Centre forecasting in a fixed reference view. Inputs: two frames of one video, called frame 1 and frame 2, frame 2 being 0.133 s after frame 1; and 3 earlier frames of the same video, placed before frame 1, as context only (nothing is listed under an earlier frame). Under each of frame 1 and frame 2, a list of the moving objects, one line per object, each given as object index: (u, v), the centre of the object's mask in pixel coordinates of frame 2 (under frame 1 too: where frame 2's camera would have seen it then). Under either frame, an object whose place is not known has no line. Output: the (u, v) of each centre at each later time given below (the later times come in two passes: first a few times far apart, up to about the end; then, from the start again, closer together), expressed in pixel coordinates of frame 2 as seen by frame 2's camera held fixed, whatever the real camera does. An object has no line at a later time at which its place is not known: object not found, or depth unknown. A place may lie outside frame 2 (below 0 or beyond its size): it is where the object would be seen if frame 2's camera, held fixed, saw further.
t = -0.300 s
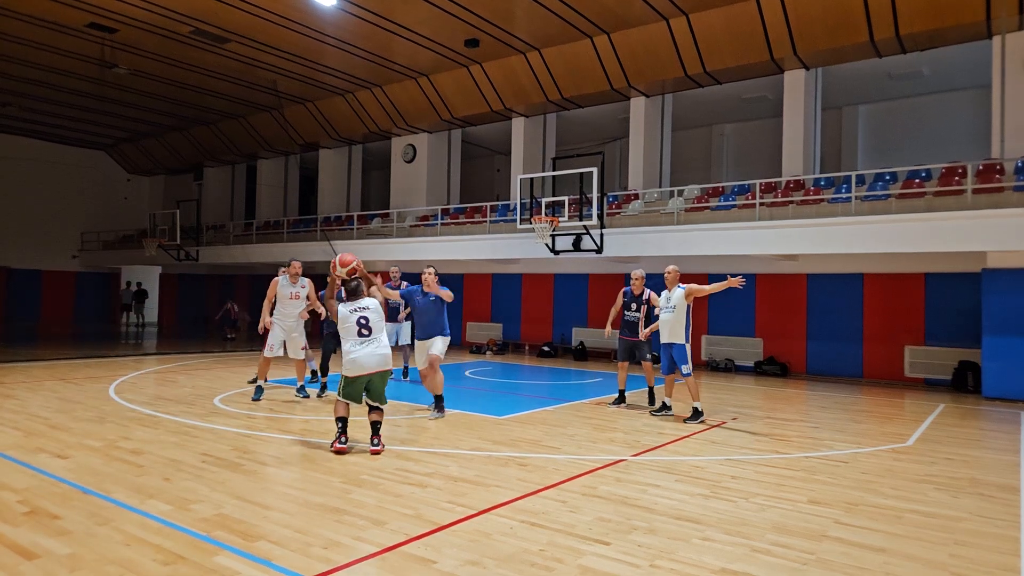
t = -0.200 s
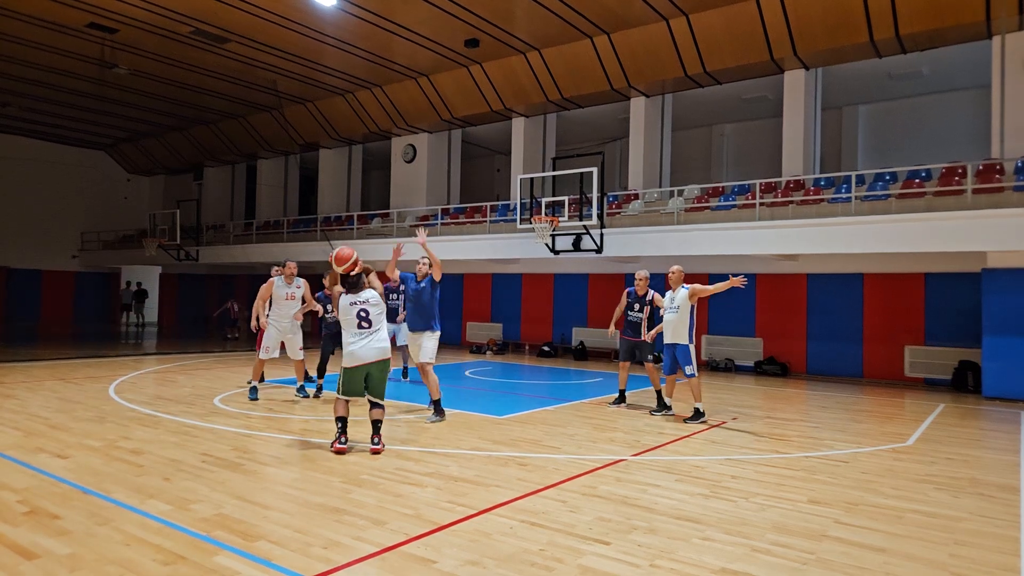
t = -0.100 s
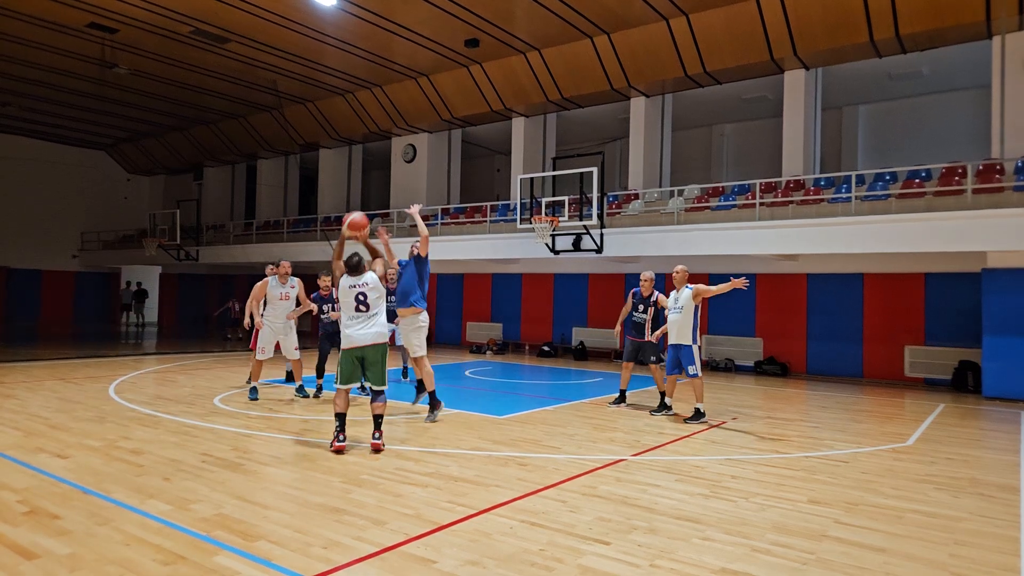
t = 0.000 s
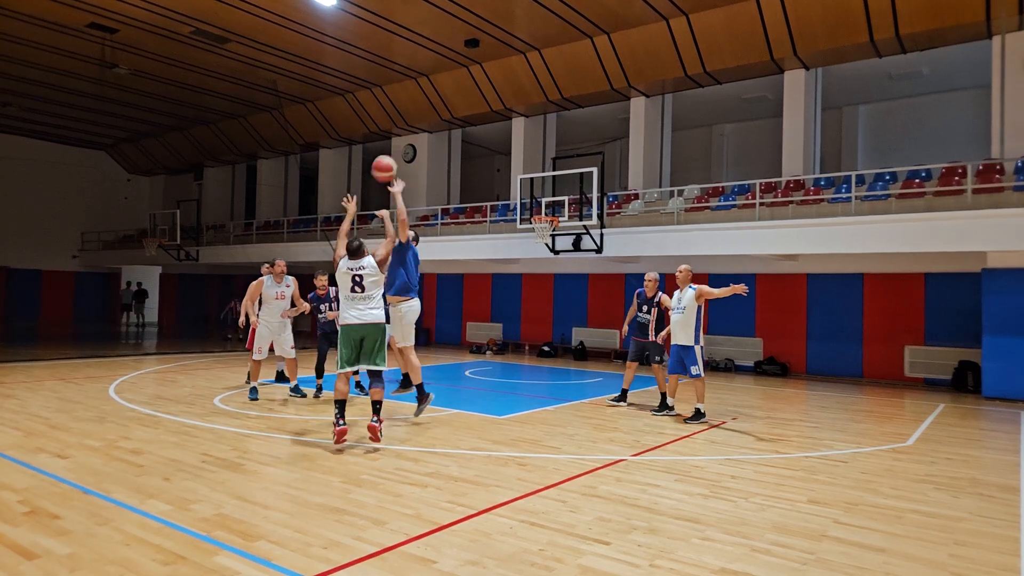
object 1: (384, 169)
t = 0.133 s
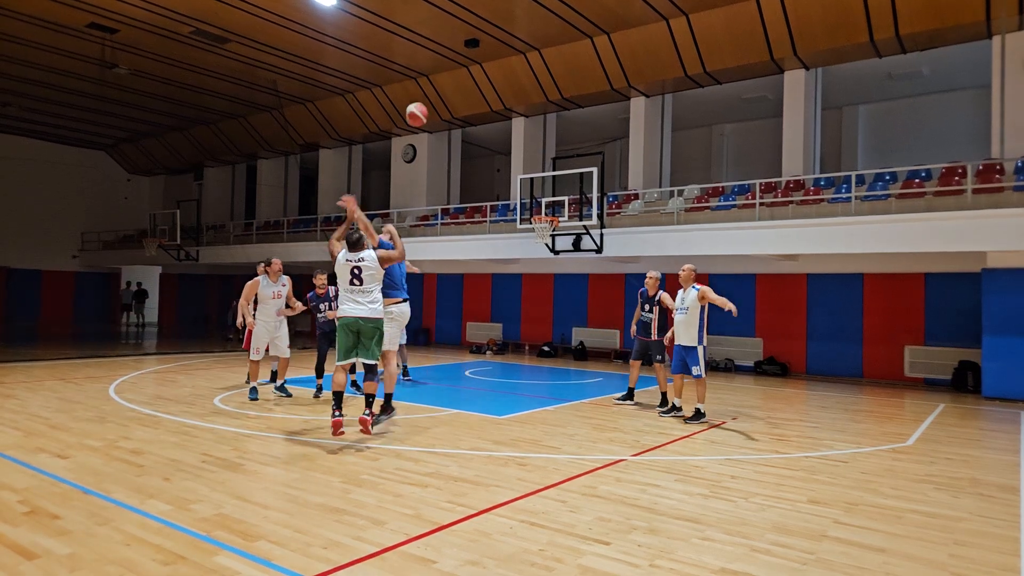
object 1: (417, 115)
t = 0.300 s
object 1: (449, 79)
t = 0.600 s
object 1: (491, 77)
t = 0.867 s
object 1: (517, 120)
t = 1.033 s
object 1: (531, 161)
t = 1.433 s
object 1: (534, 210)
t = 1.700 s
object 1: (523, 211)
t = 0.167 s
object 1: (423, 105)
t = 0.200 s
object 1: (430, 96)
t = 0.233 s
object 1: (437, 89)
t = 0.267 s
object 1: (443, 83)
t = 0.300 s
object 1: (449, 79)
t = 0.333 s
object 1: (455, 75)
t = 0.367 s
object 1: (460, 73)
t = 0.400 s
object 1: (466, 71)
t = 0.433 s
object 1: (470, 70)
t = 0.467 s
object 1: (474, 70)
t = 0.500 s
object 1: (479, 71)
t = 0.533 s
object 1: (483, 73)
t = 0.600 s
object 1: (491, 77)
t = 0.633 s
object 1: (495, 80)
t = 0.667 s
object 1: (499, 86)
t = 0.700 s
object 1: (502, 89)
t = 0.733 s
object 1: (506, 95)
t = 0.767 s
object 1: (508, 100)
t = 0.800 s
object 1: (512, 107)
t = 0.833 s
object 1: (515, 113)
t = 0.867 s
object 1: (517, 120)
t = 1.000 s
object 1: (528, 153)
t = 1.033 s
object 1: (531, 161)
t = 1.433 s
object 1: (534, 210)
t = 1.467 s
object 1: (534, 210)
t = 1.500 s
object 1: (533, 208)
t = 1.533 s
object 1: (530, 207)
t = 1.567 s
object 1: (528, 207)
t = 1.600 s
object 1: (528, 208)
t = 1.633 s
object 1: (527, 208)
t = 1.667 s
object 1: (526, 209)
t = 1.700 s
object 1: (523, 211)
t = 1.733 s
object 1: (522, 214)
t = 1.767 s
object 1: (522, 218)
